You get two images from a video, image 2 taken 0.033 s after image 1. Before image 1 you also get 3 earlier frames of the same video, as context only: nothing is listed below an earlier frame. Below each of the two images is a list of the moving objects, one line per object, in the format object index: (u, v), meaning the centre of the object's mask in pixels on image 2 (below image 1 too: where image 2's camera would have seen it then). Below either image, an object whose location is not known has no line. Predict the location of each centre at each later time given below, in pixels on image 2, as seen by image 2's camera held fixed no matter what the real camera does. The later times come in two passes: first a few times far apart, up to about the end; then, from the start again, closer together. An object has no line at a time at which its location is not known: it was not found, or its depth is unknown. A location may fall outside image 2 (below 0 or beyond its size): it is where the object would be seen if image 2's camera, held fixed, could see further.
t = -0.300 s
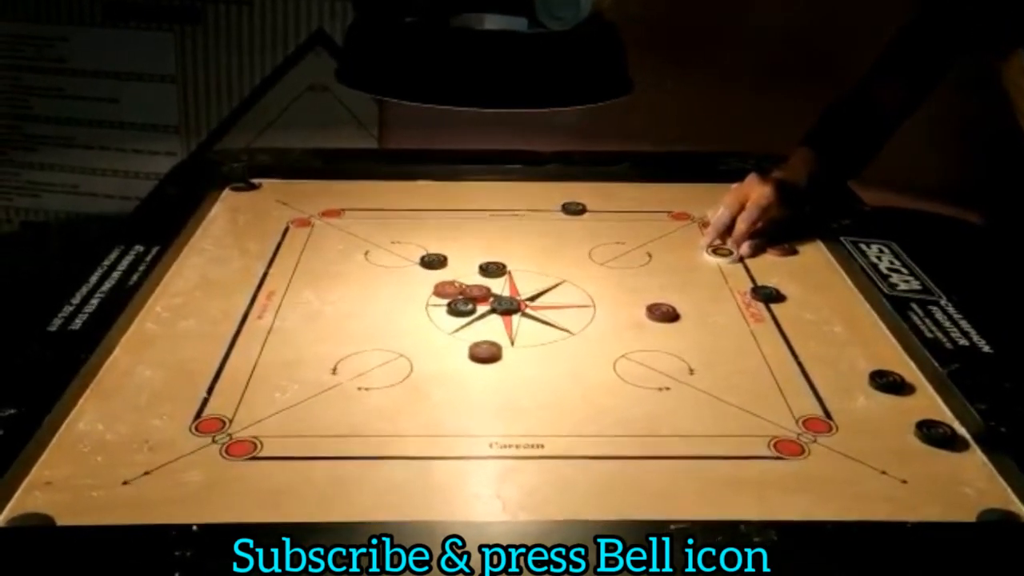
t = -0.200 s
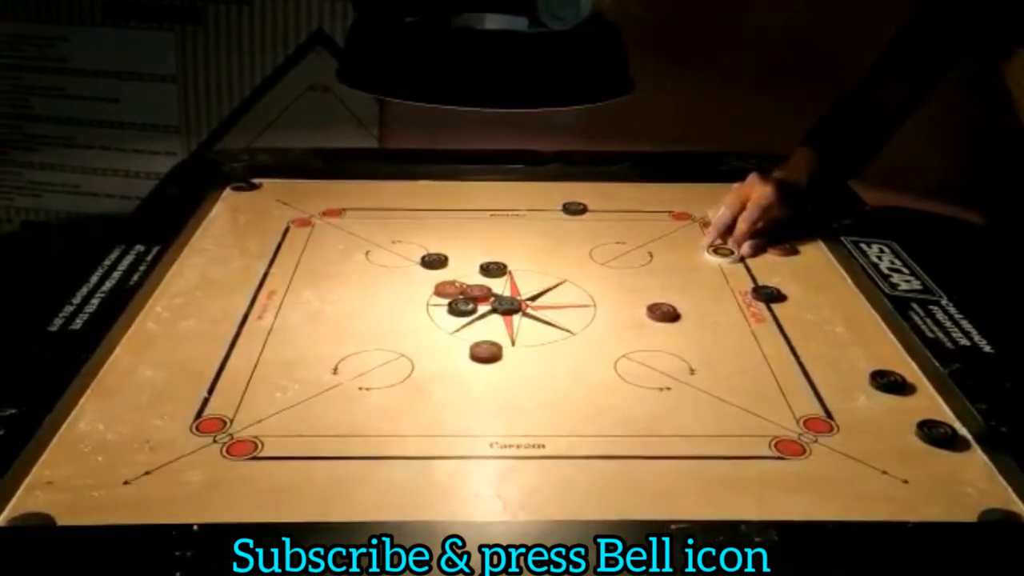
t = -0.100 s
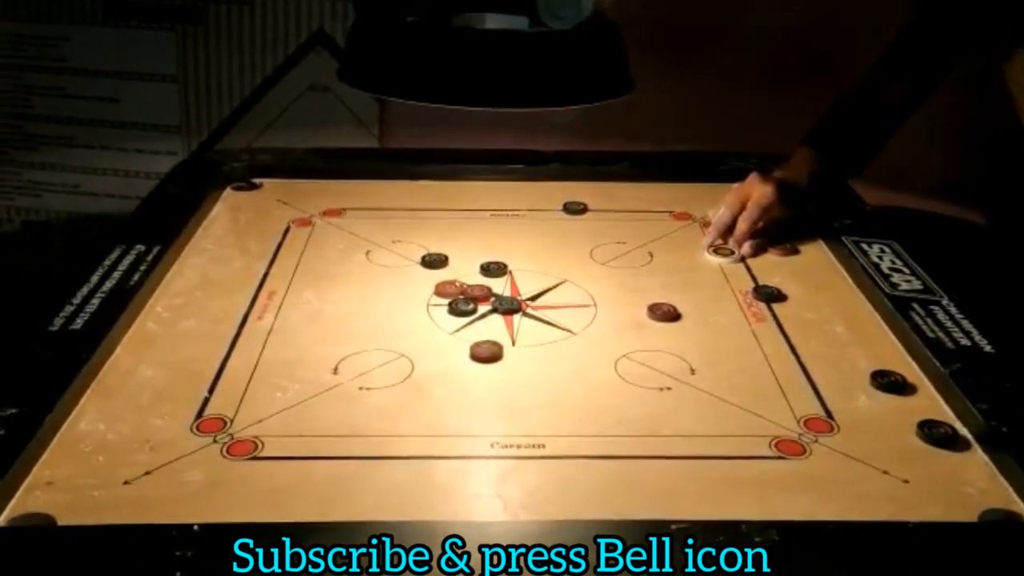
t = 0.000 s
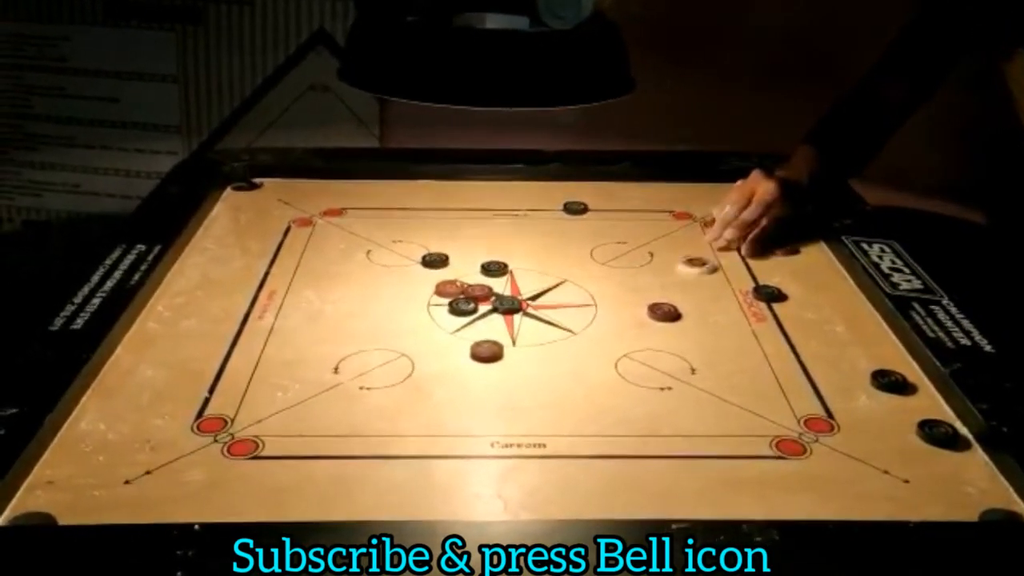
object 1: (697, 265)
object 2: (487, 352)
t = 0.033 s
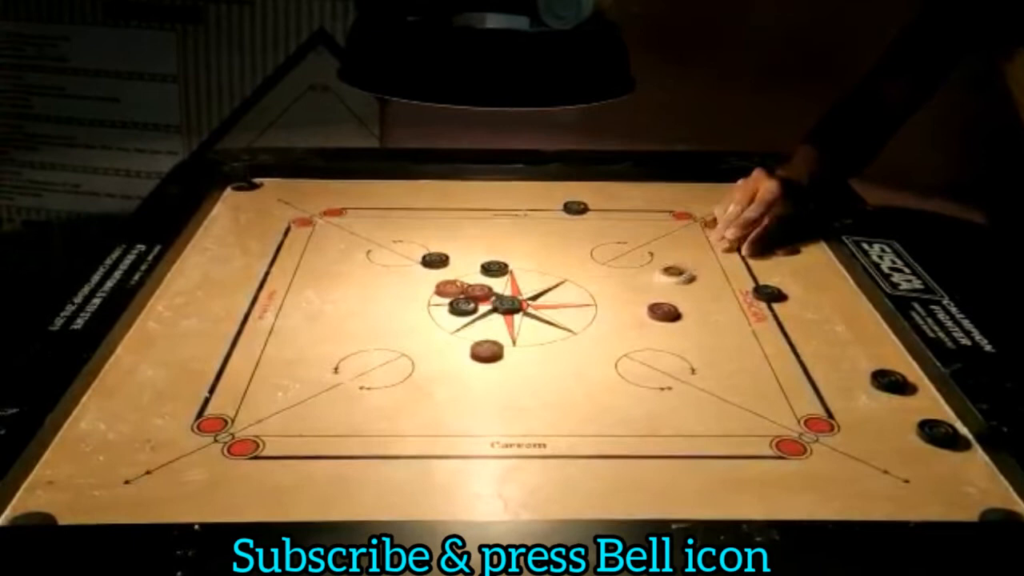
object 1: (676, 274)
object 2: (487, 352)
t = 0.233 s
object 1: (531, 332)
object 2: (487, 352)
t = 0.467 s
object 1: (461, 363)
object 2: (265, 444)
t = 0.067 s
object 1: (652, 283)
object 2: (487, 352)
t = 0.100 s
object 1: (629, 292)
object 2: (487, 352)
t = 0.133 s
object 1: (604, 302)
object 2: (487, 352)
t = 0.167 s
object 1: (580, 313)
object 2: (487, 352)
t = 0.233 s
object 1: (531, 332)
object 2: (487, 352)
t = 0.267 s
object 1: (512, 340)
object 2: (474, 357)
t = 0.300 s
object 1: (501, 345)
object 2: (440, 372)
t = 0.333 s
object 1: (491, 349)
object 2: (405, 386)
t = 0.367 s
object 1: (482, 353)
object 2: (370, 400)
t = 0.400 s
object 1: (474, 357)
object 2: (335, 415)
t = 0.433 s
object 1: (467, 360)
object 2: (299, 430)
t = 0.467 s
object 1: (461, 363)
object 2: (265, 444)
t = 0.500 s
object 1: (456, 365)
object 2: (226, 462)
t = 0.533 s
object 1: (452, 367)
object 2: (192, 475)
